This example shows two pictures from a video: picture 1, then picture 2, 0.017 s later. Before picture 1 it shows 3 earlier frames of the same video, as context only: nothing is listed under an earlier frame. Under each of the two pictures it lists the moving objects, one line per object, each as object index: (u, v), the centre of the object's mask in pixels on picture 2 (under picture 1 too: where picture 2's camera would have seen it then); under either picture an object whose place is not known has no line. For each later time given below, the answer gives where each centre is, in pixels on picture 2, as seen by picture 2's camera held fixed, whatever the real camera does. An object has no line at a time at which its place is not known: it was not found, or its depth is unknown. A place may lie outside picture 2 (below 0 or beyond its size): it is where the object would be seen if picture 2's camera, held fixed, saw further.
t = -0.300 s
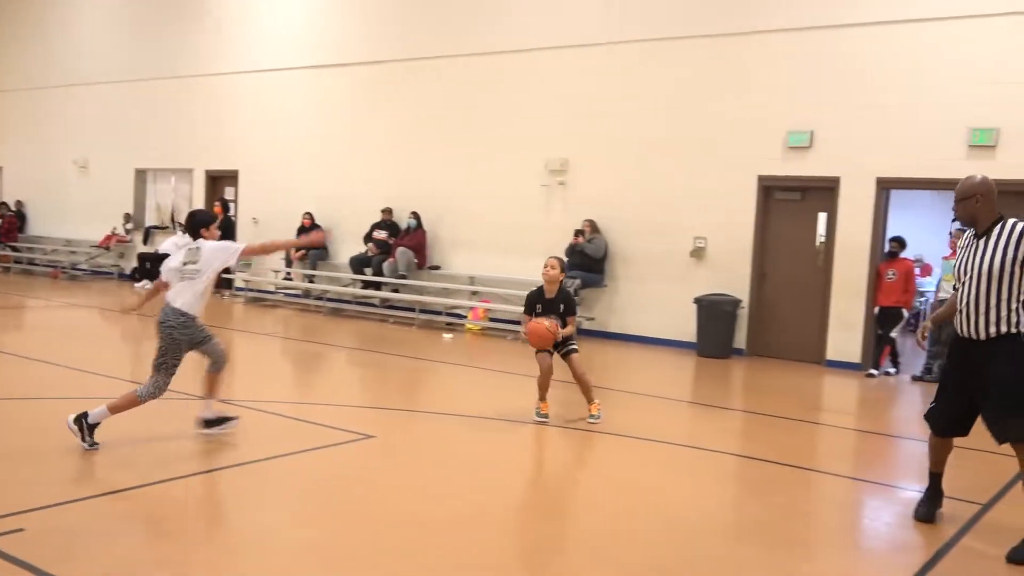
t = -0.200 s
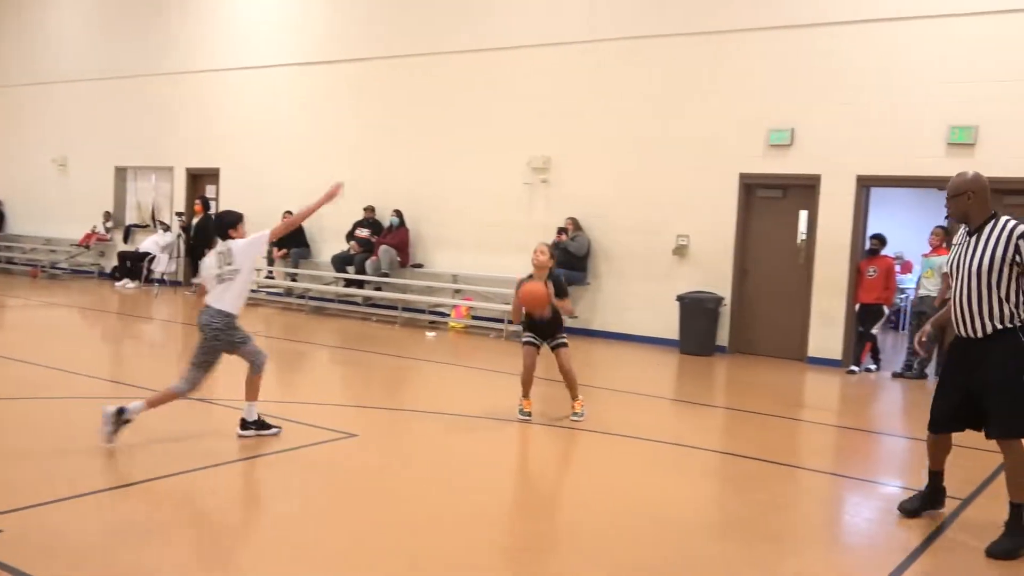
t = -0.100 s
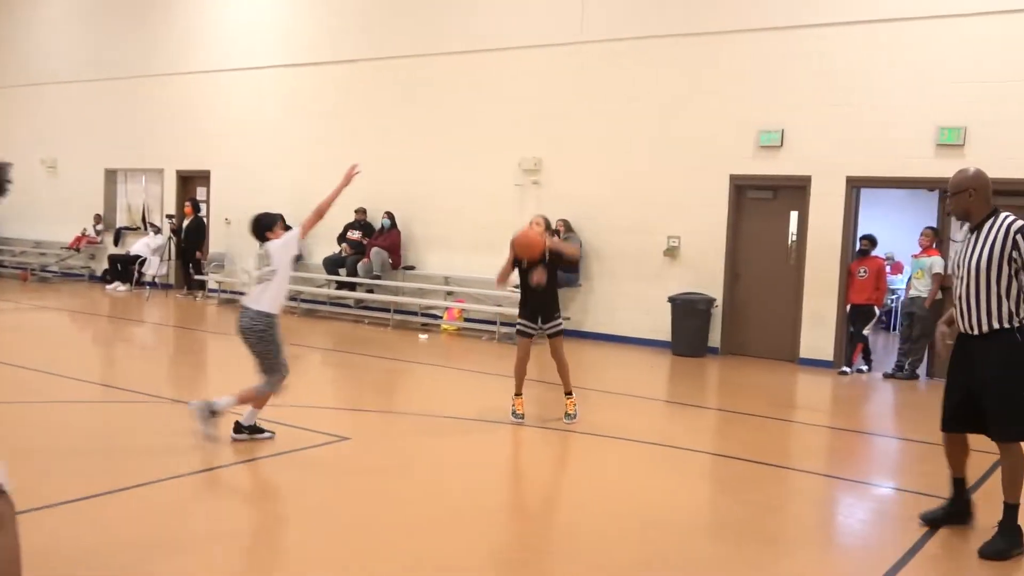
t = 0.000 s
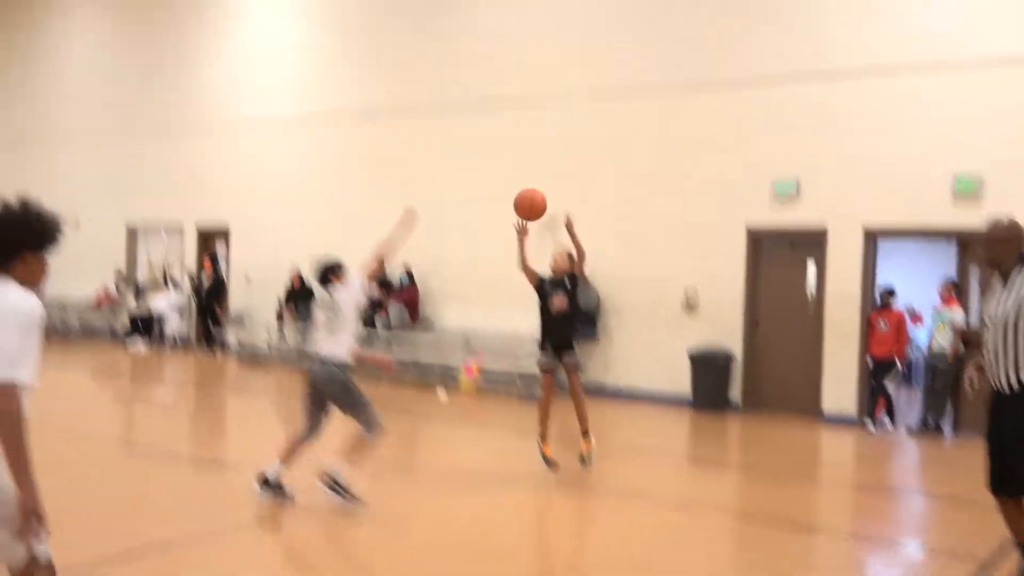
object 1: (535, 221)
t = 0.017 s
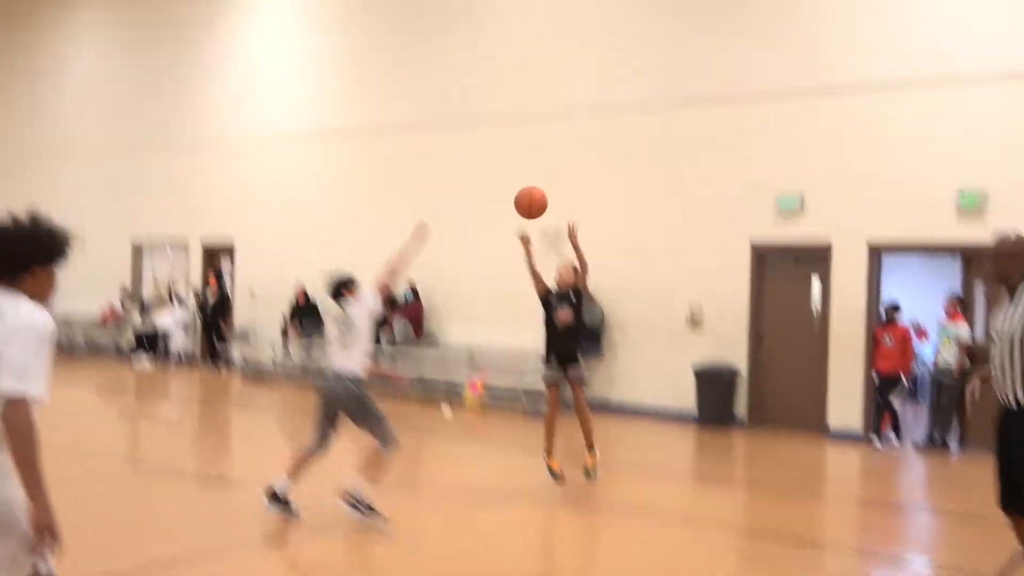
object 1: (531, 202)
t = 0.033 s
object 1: (526, 185)
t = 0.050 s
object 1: (522, 167)
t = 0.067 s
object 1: (517, 150)
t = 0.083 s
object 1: (513, 132)
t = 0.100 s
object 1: (508, 115)
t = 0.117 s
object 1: (503, 98)
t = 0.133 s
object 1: (499, 80)
